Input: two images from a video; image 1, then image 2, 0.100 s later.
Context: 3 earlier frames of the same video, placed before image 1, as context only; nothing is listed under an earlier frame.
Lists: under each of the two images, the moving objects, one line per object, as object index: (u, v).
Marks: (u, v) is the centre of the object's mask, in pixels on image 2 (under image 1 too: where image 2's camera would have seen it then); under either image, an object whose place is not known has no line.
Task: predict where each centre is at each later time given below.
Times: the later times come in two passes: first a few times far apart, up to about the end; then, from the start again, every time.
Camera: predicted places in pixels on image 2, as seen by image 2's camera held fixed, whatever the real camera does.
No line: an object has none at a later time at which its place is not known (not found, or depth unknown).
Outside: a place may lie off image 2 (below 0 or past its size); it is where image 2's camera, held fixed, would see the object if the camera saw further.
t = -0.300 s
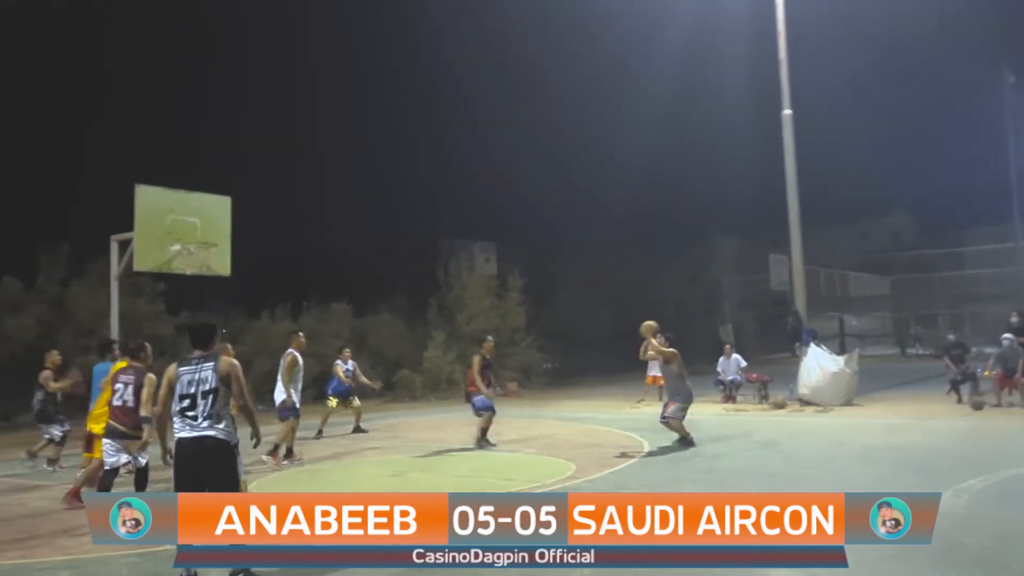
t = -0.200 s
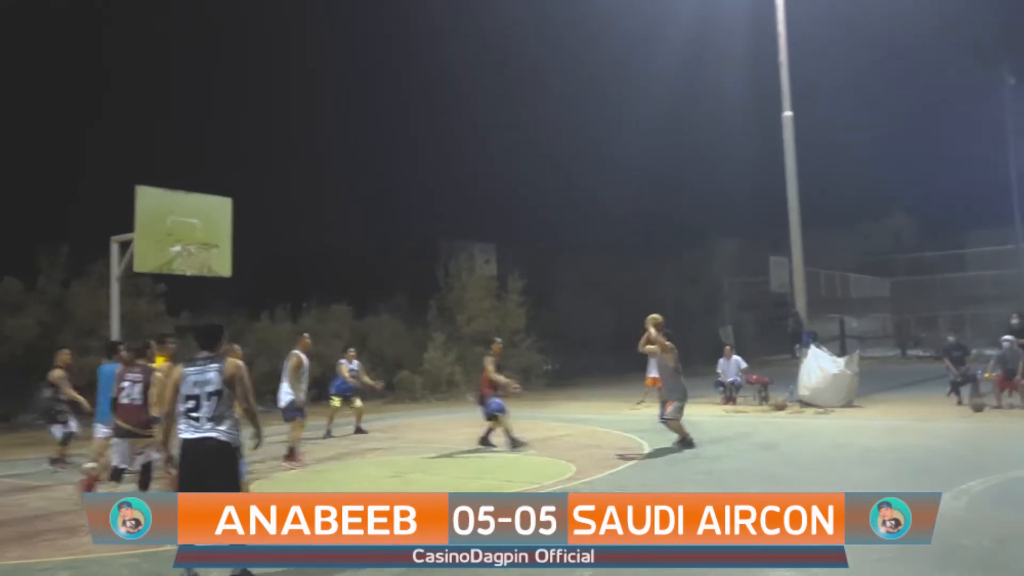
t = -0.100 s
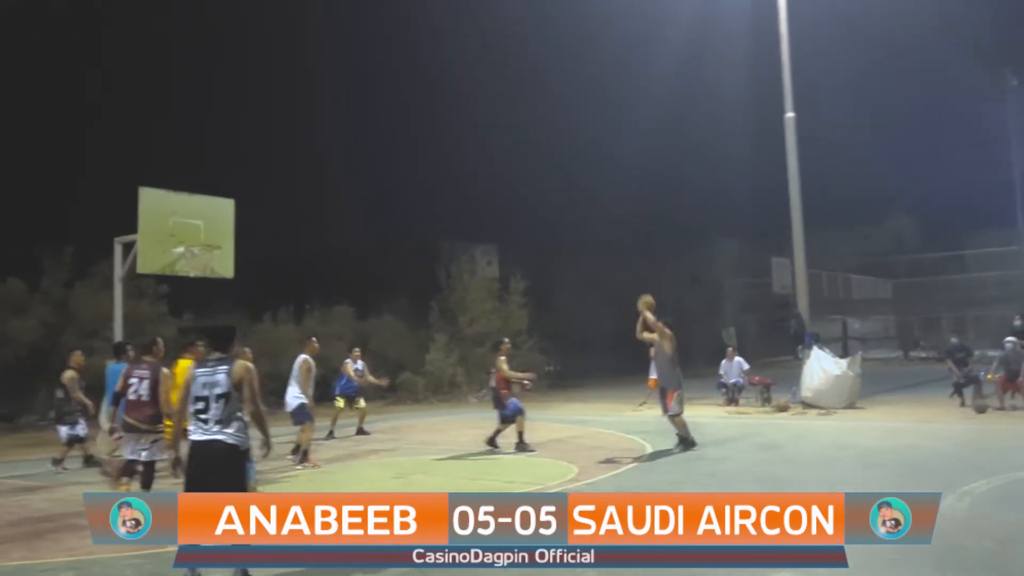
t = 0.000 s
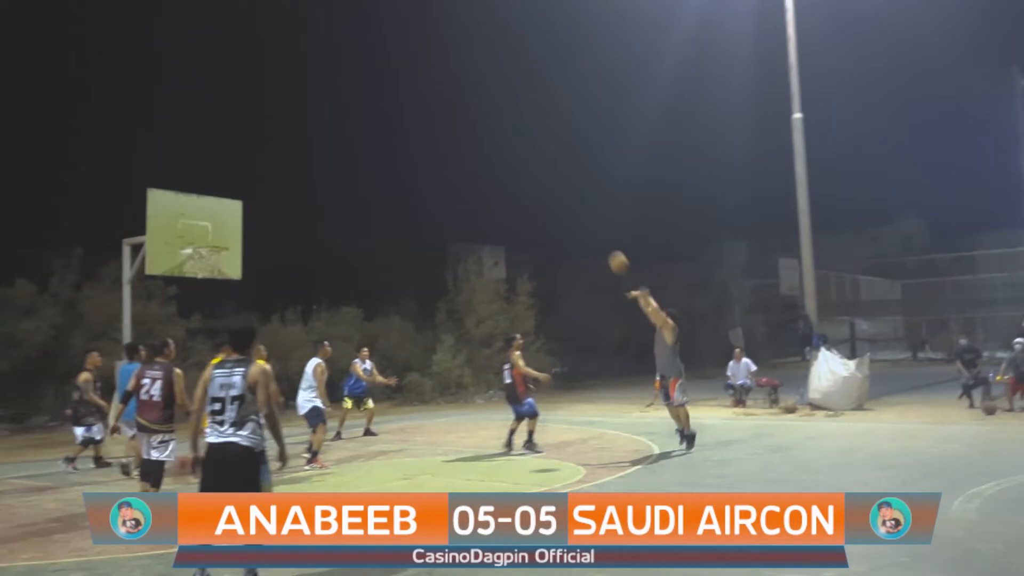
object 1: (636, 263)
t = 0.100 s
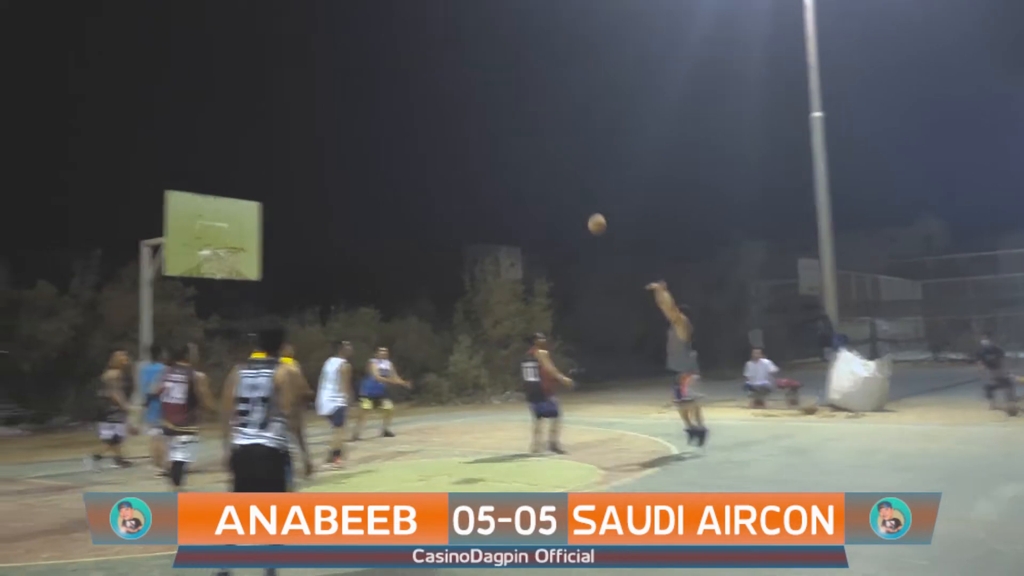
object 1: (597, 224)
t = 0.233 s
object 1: (545, 185)
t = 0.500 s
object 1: (449, 144)
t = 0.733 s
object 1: (373, 148)
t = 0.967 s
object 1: (299, 187)
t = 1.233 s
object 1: (258, 253)
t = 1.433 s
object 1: (292, 290)
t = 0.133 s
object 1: (584, 213)
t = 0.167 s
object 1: (570, 203)
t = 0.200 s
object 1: (558, 193)
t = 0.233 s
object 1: (545, 185)
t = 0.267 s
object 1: (533, 177)
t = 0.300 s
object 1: (520, 169)
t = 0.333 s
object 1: (508, 163)
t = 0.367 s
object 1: (496, 158)
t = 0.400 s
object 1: (484, 153)
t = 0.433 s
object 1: (472, 149)
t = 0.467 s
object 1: (461, 146)
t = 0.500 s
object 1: (449, 144)
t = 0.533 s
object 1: (439, 143)
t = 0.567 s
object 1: (428, 142)
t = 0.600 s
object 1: (416, 141)
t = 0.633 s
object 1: (405, 142)
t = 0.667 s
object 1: (394, 143)
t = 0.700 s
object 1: (384, 144)
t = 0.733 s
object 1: (373, 148)
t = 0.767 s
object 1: (362, 151)
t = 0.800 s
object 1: (351, 155)
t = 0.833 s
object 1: (341, 160)
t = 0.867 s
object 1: (330, 166)
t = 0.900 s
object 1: (320, 173)
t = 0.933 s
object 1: (310, 179)
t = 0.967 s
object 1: (299, 187)
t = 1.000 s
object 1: (290, 196)
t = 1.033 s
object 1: (279, 206)
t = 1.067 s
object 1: (270, 215)
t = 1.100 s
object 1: (263, 226)
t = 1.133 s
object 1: (251, 240)
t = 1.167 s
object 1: (245, 248)
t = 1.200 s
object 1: (250, 251)
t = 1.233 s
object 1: (258, 253)
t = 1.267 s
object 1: (263, 257)
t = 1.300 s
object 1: (269, 261)
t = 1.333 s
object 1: (275, 266)
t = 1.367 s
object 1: (280, 274)
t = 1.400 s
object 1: (287, 282)
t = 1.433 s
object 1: (292, 290)
